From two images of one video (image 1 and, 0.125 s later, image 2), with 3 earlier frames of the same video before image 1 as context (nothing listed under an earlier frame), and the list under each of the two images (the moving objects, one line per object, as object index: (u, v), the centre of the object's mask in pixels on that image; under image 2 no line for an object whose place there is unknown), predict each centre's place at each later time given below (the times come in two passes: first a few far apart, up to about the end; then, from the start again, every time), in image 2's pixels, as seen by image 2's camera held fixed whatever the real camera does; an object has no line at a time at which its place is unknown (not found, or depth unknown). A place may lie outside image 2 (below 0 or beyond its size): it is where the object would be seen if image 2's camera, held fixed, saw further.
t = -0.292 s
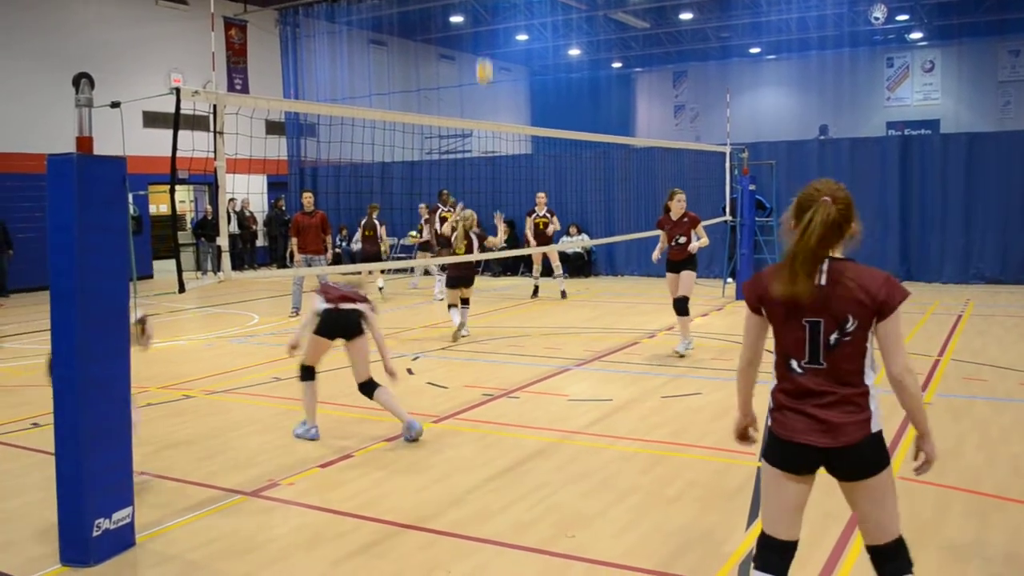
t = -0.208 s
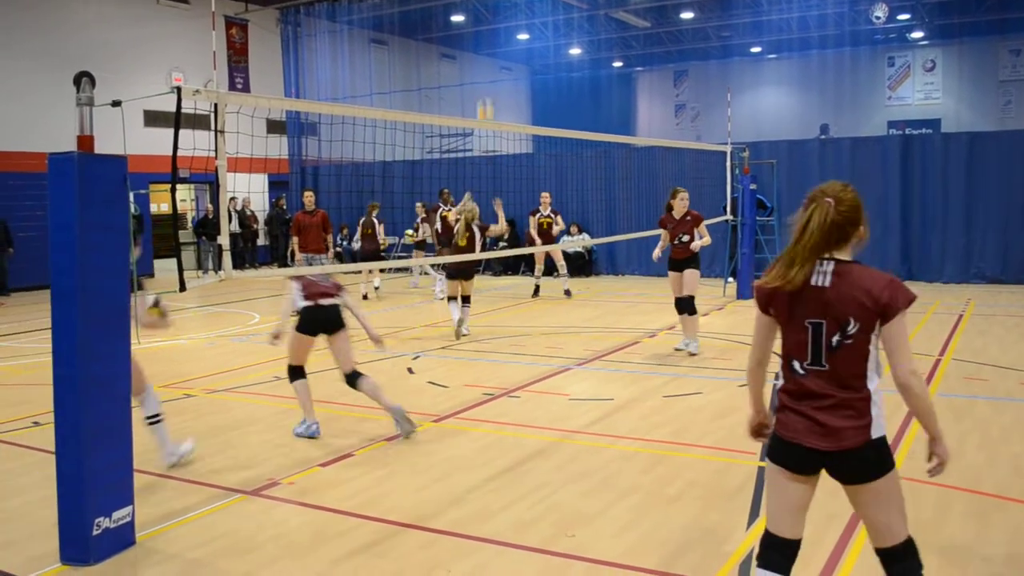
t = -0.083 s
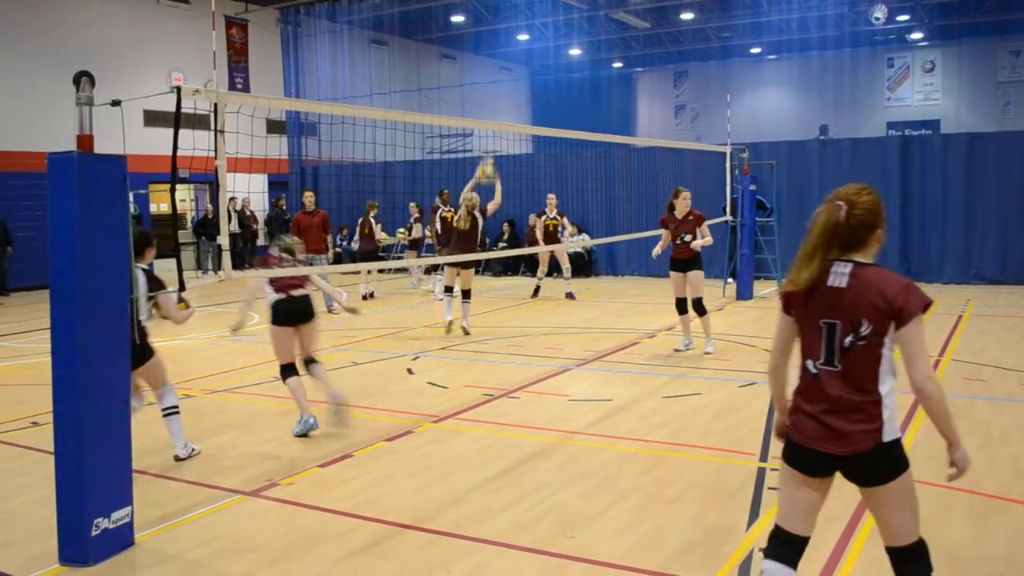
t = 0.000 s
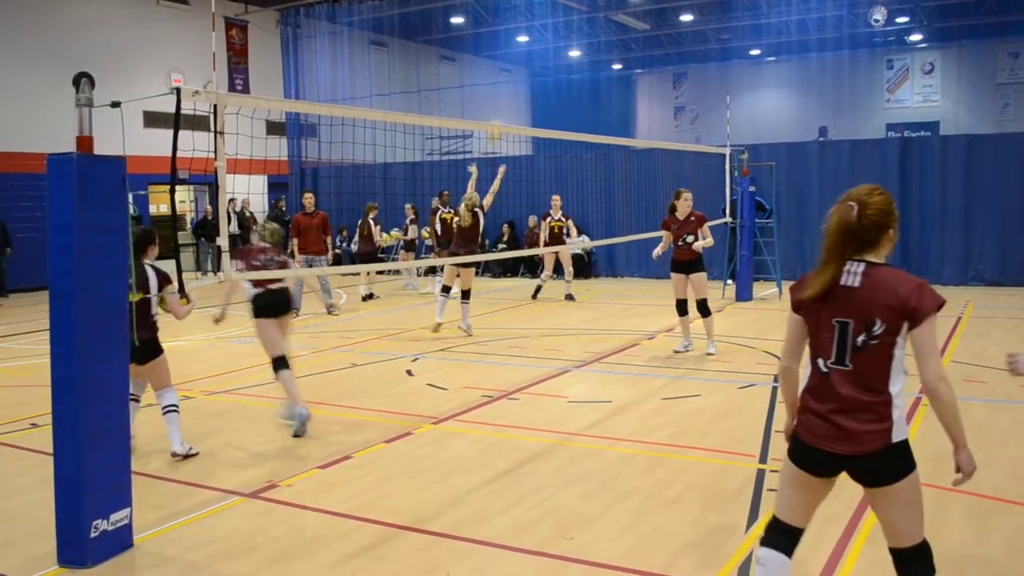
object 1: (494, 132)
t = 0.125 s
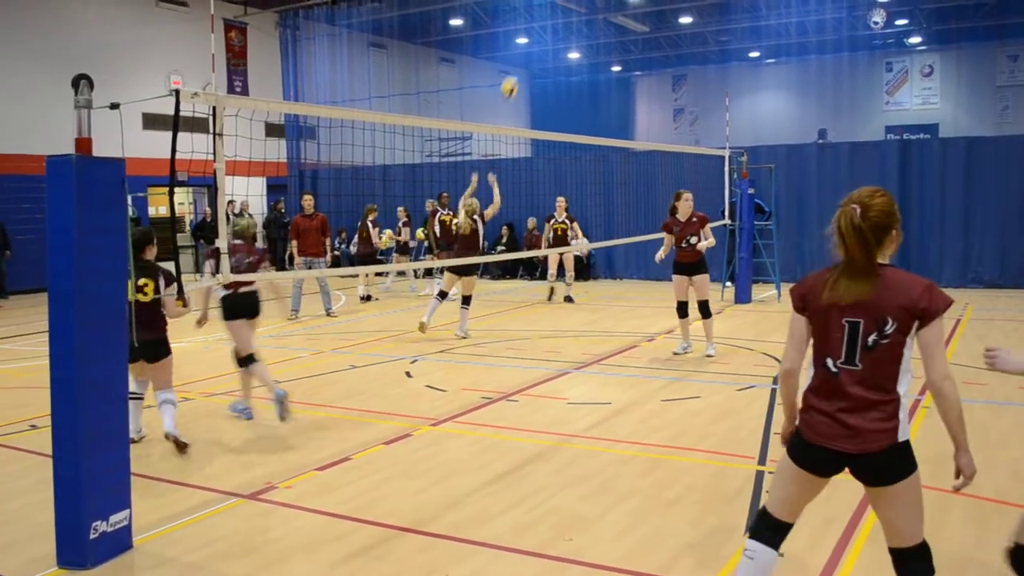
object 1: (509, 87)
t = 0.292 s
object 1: (529, 48)
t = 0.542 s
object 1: (558, 30)
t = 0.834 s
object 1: (590, 70)
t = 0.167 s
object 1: (515, 75)
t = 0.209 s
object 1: (519, 64)
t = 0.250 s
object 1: (524, 55)
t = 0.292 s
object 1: (529, 48)
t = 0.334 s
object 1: (535, 41)
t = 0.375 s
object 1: (539, 36)
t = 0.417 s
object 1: (545, 32)
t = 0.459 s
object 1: (549, 30)
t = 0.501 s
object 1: (554, 29)
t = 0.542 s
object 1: (558, 30)
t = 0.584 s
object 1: (562, 32)
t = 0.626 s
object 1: (567, 35)
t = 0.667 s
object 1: (572, 39)
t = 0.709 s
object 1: (577, 44)
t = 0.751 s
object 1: (582, 52)
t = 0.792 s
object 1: (586, 60)
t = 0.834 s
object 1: (590, 70)
